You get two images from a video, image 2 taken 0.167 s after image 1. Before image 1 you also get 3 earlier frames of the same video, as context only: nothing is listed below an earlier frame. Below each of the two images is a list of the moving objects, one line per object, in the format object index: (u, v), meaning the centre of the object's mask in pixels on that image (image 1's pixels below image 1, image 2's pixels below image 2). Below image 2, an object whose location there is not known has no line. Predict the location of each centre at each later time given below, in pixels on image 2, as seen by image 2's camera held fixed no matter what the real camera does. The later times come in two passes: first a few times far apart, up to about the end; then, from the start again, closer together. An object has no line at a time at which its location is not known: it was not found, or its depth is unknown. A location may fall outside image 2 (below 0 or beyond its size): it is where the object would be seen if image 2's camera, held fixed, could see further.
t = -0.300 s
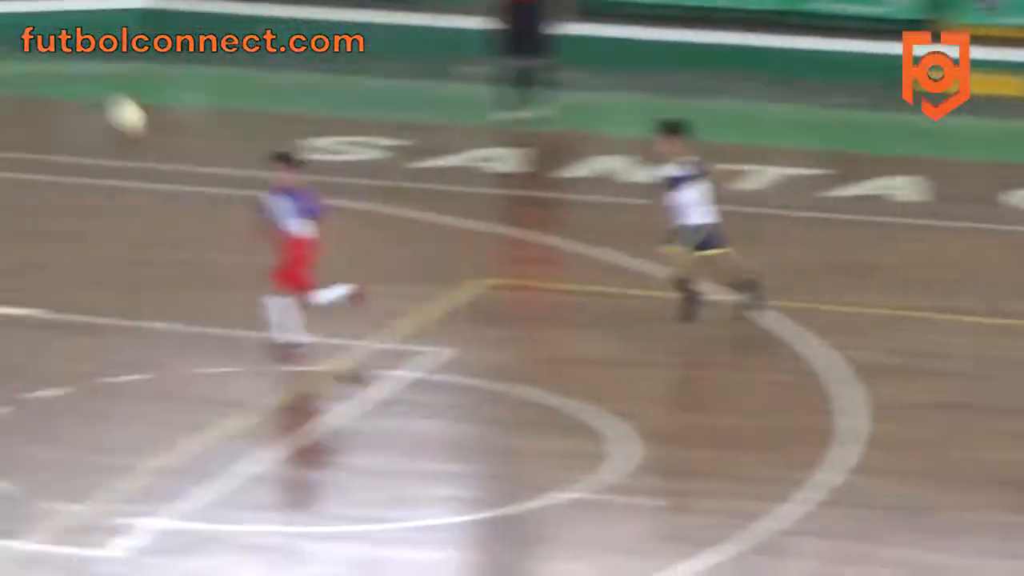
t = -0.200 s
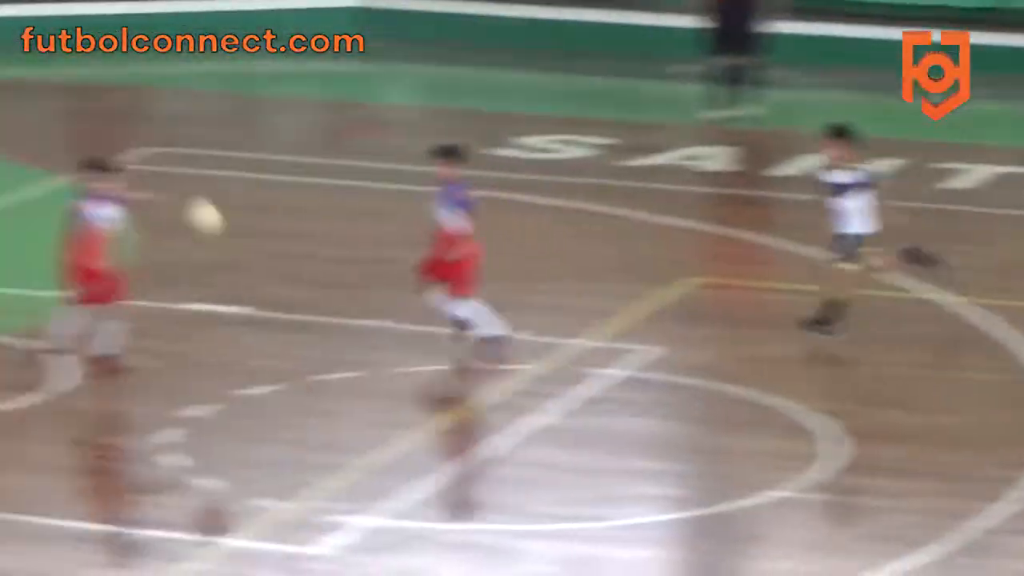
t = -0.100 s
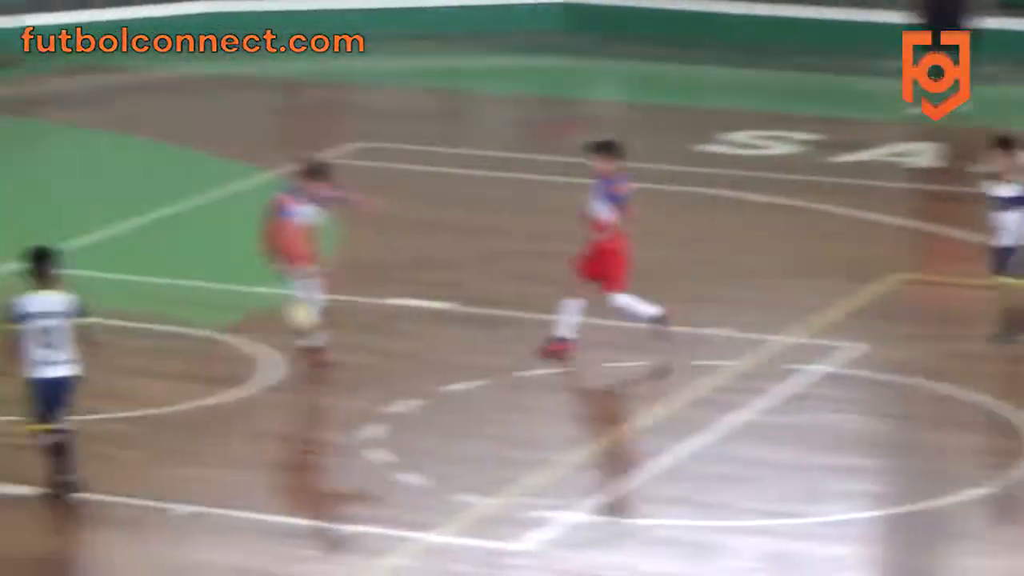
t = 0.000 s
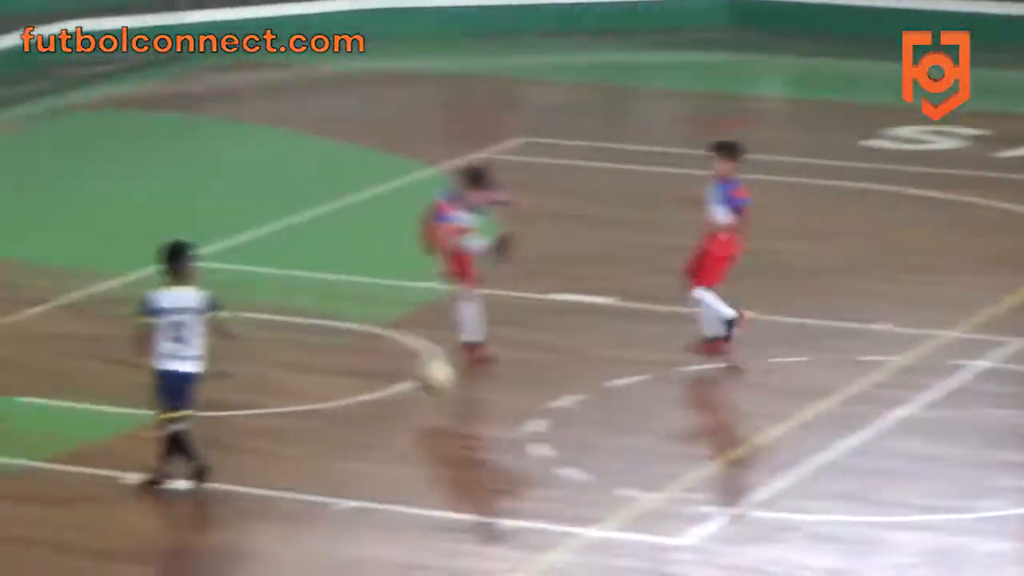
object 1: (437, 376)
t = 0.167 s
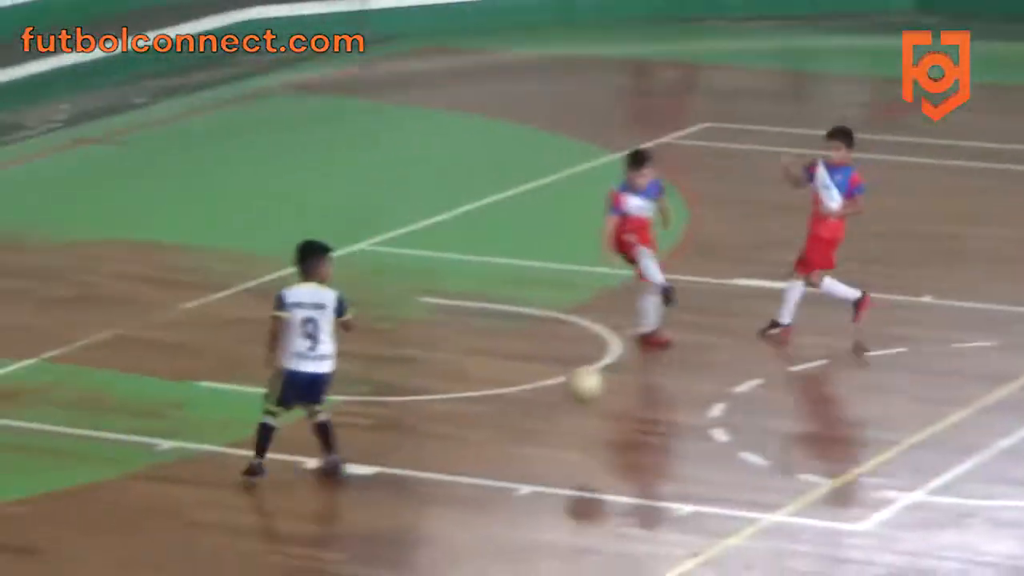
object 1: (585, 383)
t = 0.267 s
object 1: (575, 392)
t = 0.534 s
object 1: (530, 523)
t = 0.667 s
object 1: (503, 574)
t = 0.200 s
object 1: (582, 383)
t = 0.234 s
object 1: (579, 387)
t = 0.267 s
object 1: (575, 392)
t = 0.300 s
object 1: (570, 398)
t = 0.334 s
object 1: (564, 411)
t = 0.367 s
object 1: (561, 422)
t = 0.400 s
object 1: (555, 437)
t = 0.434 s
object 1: (548, 456)
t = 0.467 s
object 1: (543, 473)
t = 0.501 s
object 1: (534, 497)
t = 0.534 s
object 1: (530, 523)
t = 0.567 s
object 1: (524, 552)
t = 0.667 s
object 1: (503, 574)
